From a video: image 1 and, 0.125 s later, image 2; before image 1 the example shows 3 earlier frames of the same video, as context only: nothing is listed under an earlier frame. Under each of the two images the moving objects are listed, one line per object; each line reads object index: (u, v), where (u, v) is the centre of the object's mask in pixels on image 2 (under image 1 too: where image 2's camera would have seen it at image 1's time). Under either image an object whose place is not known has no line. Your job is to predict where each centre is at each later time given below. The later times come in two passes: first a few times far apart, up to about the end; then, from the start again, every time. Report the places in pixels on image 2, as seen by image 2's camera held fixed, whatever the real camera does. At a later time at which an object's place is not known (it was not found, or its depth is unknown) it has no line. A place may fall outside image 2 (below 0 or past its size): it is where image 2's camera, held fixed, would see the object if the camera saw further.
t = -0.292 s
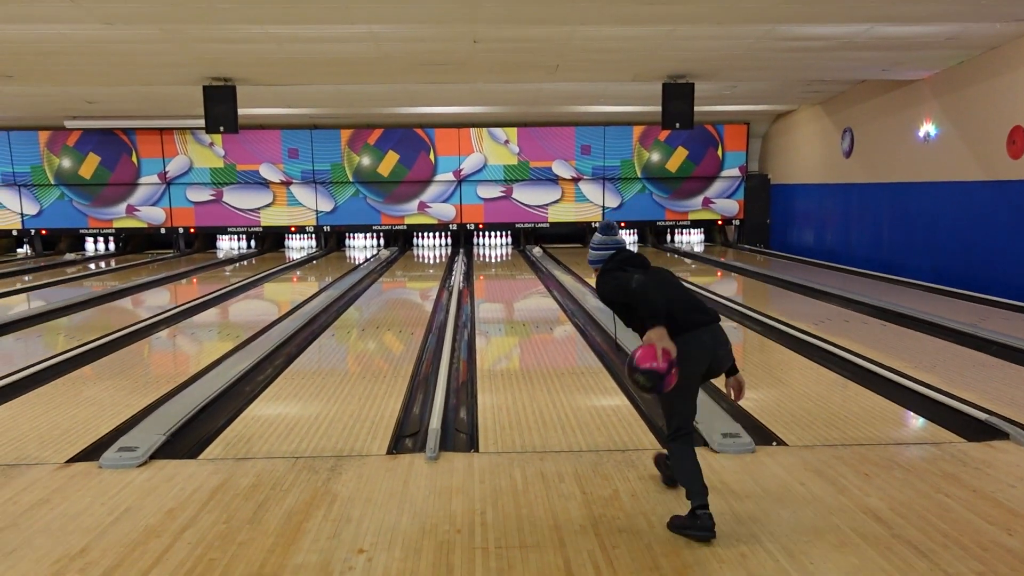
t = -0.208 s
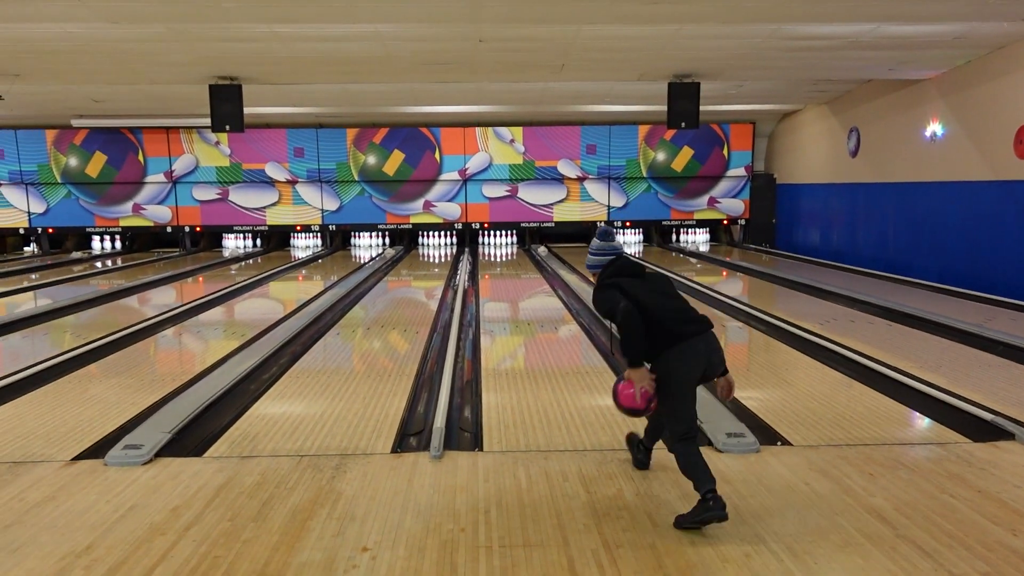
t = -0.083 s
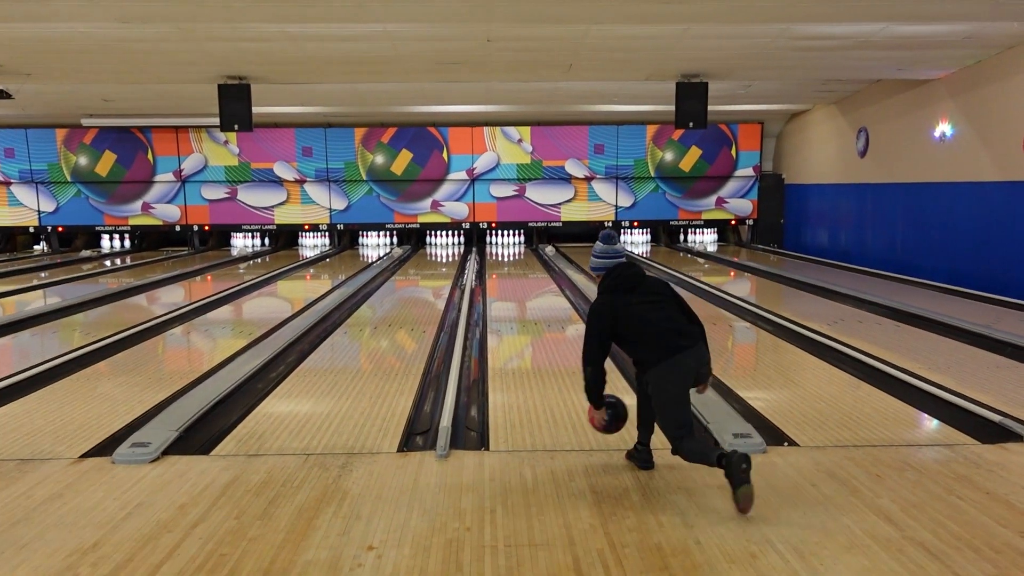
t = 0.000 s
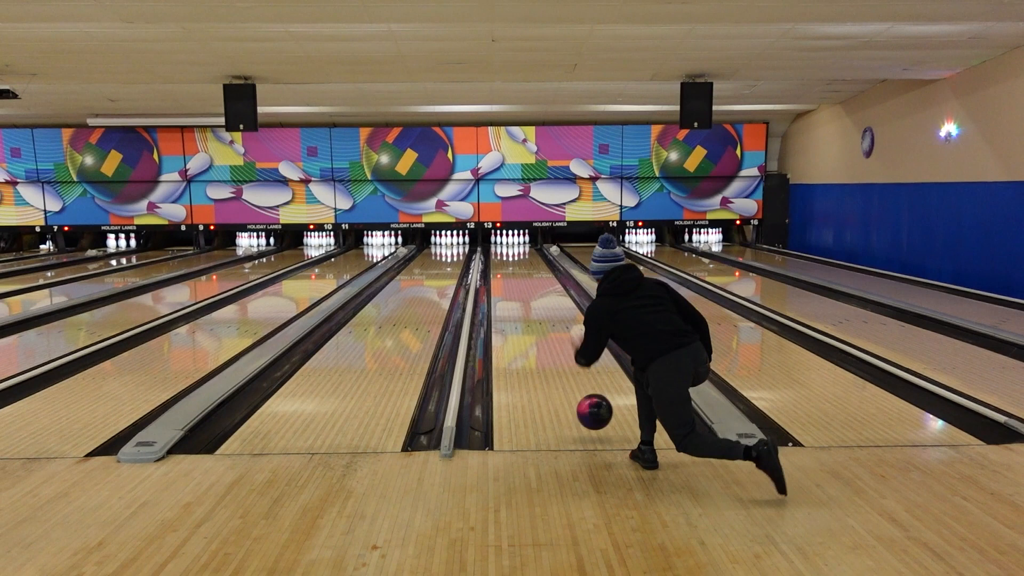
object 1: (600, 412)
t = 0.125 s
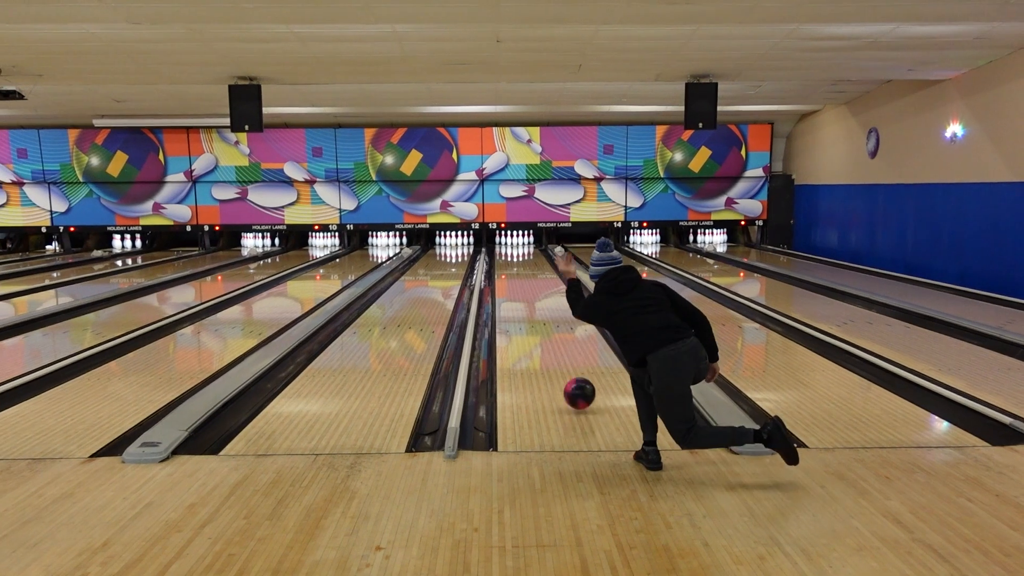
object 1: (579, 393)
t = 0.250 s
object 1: (562, 372)
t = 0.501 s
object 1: (539, 339)
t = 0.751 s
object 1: (524, 317)
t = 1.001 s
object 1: (513, 300)
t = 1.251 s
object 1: (505, 288)
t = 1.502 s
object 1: (500, 278)
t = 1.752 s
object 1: (496, 270)
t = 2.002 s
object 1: (492, 264)
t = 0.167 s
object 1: (572, 386)
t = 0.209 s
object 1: (568, 380)
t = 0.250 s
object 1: (562, 372)
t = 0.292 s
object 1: (559, 367)
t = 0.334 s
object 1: (554, 359)
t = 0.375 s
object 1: (550, 355)
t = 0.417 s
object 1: (543, 348)
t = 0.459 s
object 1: (543, 345)
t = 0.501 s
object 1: (539, 339)
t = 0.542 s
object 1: (537, 336)
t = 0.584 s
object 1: (534, 331)
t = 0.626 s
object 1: (531, 328)
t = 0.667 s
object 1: (528, 323)
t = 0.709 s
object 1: (526, 321)
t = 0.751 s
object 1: (524, 317)
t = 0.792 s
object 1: (522, 314)
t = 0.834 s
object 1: (520, 311)
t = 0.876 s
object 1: (518, 309)
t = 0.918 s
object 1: (516, 306)
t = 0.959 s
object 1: (515, 303)
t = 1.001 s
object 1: (513, 300)
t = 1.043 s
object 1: (512, 299)
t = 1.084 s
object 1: (510, 296)
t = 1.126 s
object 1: (509, 294)
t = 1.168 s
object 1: (507, 292)
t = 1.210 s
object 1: (506, 291)
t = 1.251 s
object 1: (505, 288)
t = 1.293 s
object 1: (504, 287)
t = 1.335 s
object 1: (503, 284)
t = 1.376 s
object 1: (502, 283)
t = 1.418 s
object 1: (502, 281)
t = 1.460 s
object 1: (501, 280)
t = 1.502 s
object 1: (500, 278)
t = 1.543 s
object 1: (499, 277)
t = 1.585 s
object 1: (498, 275)
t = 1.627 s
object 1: (498, 274)
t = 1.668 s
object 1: (497, 273)
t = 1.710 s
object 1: (496, 272)
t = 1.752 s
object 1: (496, 270)
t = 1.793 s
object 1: (495, 269)
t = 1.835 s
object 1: (494, 268)
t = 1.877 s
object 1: (494, 267)
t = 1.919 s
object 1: (493, 266)
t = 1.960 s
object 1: (493, 265)
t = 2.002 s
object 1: (492, 264)
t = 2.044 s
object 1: (492, 263)
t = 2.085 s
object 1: (491, 262)
